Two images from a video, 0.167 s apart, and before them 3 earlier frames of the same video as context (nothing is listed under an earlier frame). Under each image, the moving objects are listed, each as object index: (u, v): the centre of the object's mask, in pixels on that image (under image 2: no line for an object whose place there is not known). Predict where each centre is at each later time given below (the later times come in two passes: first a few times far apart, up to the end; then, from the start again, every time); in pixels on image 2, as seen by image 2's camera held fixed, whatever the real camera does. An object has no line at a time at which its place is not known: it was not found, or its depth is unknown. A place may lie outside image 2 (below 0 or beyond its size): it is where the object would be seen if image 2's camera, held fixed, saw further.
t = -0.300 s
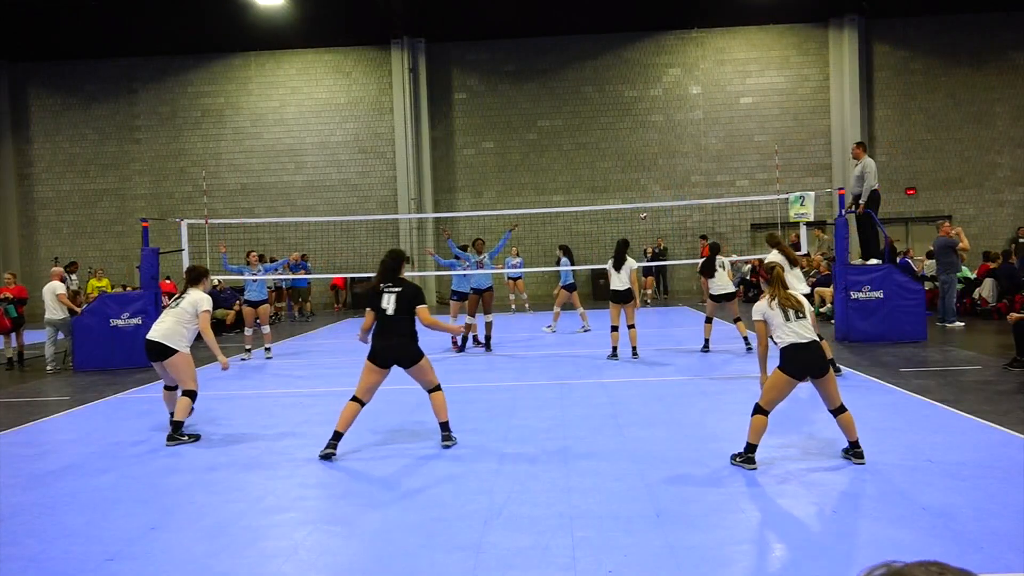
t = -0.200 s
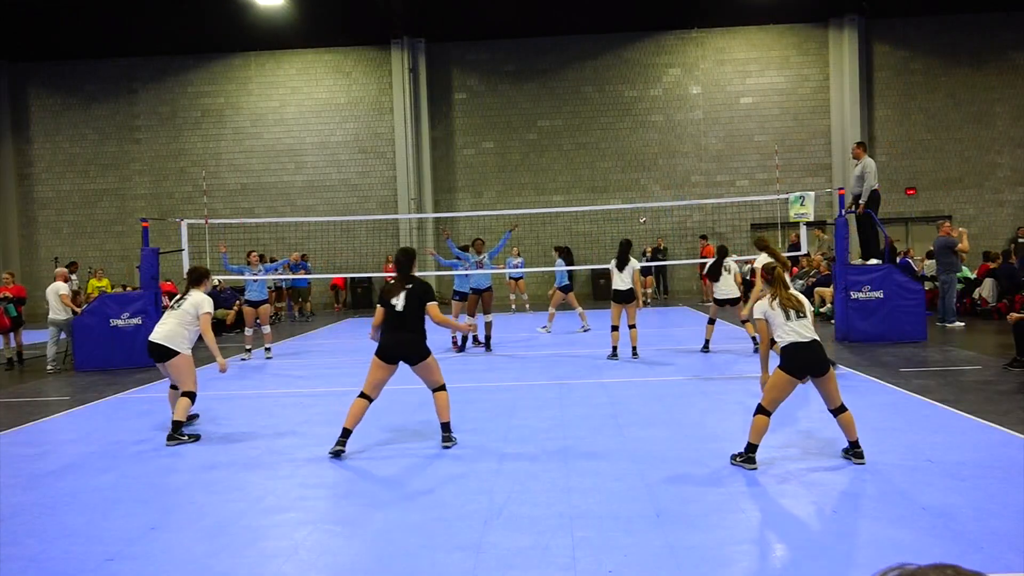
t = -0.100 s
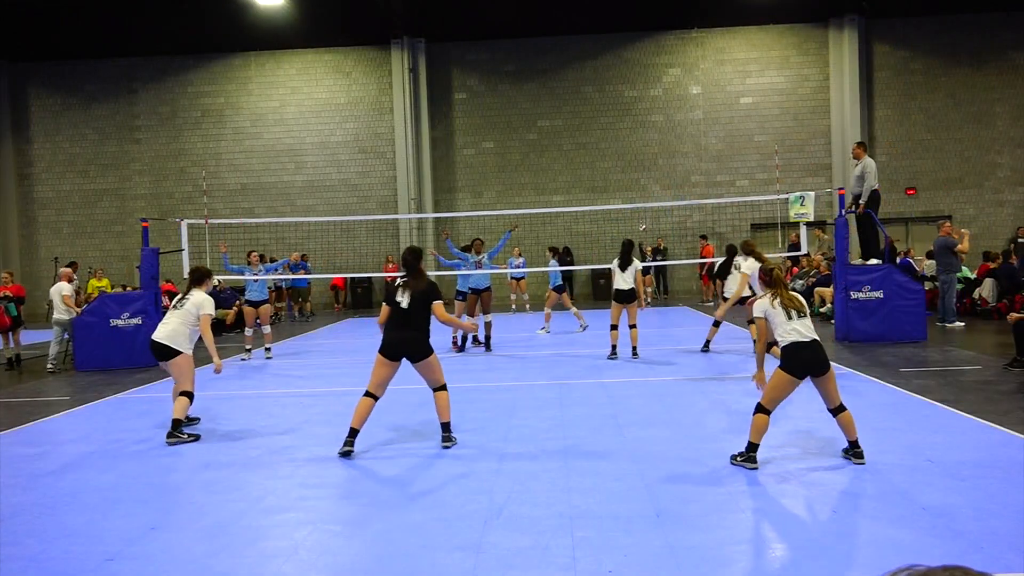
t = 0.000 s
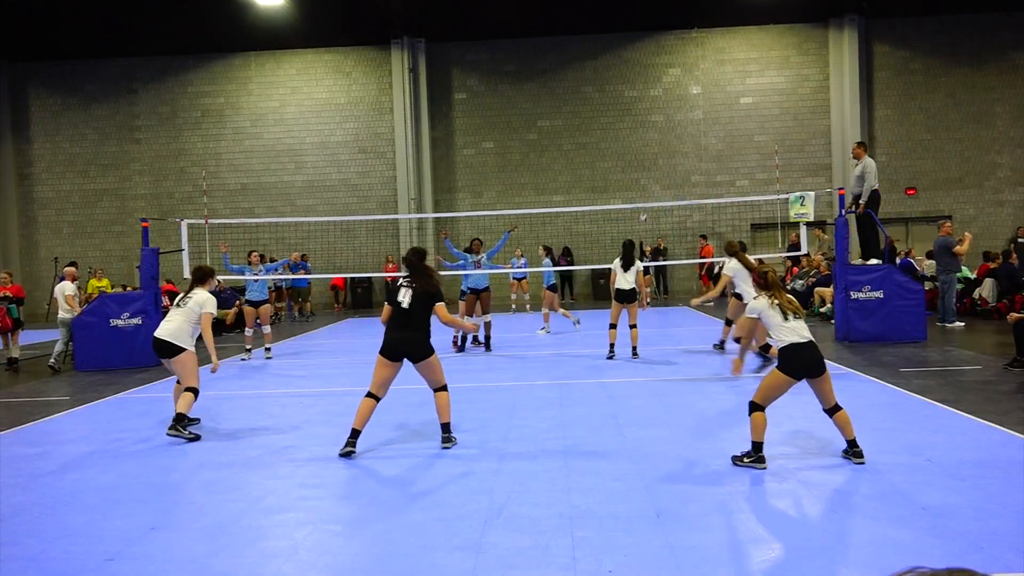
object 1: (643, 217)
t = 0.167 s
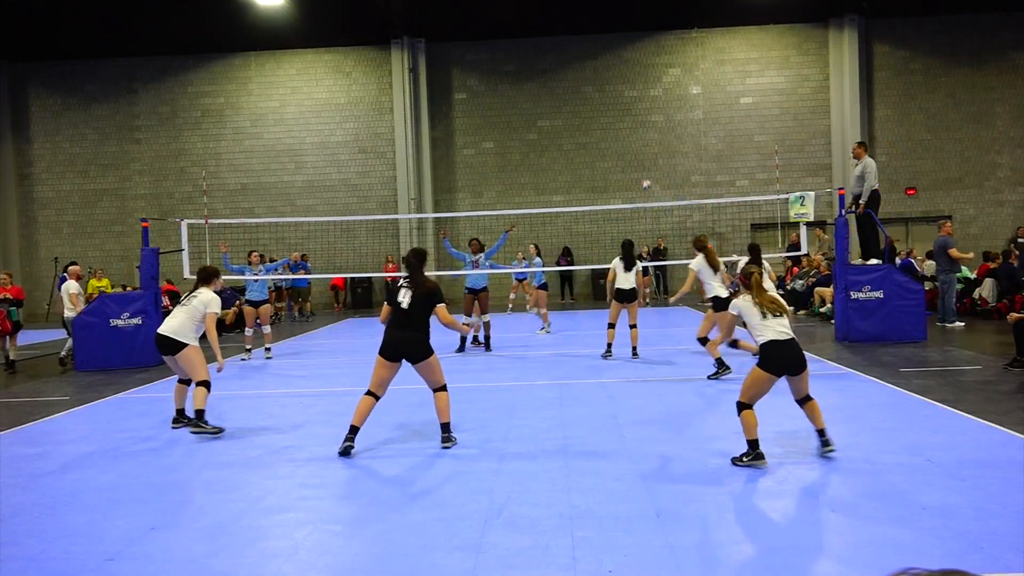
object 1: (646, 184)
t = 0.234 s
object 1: (648, 173)
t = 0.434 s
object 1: (660, 141)
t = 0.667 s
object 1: (679, 114)
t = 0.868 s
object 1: (702, 113)
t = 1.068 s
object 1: (728, 154)
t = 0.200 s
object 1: (647, 179)
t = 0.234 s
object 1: (648, 173)
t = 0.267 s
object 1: (649, 166)
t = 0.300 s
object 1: (651, 160)
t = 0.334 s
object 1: (653, 155)
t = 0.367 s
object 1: (655, 150)
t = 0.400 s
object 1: (657, 146)
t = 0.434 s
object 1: (660, 141)
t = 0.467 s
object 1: (662, 136)
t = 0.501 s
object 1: (664, 132)
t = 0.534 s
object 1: (667, 127)
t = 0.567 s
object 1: (670, 124)
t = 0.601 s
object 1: (673, 120)
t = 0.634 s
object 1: (676, 117)
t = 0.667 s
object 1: (679, 114)
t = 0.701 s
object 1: (683, 112)
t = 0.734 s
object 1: (687, 110)
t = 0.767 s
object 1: (690, 110)
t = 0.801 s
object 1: (694, 110)
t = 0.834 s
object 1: (698, 111)
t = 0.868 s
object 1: (702, 113)
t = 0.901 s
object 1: (706, 116)
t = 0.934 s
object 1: (710, 120)
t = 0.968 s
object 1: (714, 126)
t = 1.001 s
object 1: (718, 133)
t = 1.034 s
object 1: (723, 142)
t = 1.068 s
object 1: (728, 154)
